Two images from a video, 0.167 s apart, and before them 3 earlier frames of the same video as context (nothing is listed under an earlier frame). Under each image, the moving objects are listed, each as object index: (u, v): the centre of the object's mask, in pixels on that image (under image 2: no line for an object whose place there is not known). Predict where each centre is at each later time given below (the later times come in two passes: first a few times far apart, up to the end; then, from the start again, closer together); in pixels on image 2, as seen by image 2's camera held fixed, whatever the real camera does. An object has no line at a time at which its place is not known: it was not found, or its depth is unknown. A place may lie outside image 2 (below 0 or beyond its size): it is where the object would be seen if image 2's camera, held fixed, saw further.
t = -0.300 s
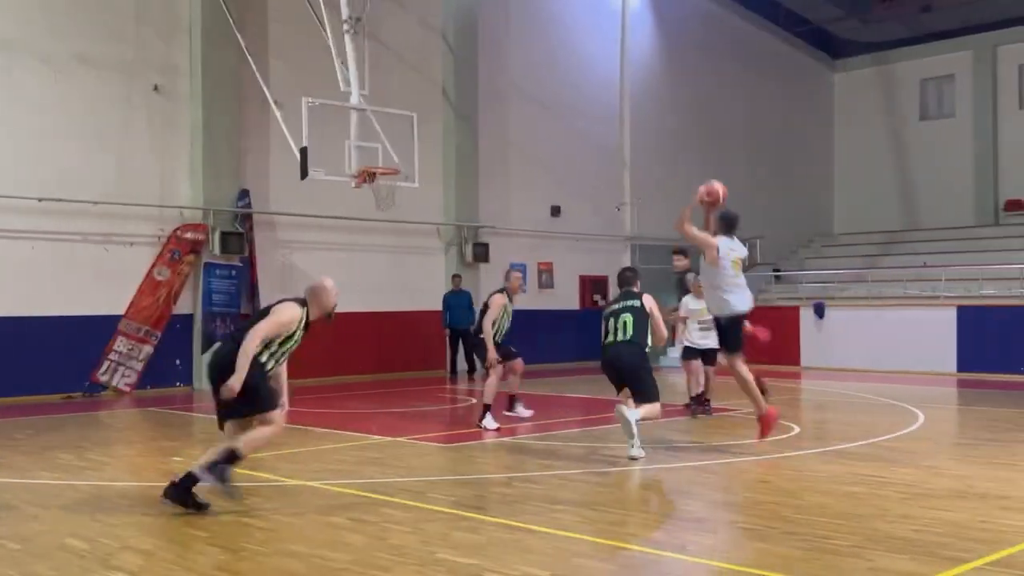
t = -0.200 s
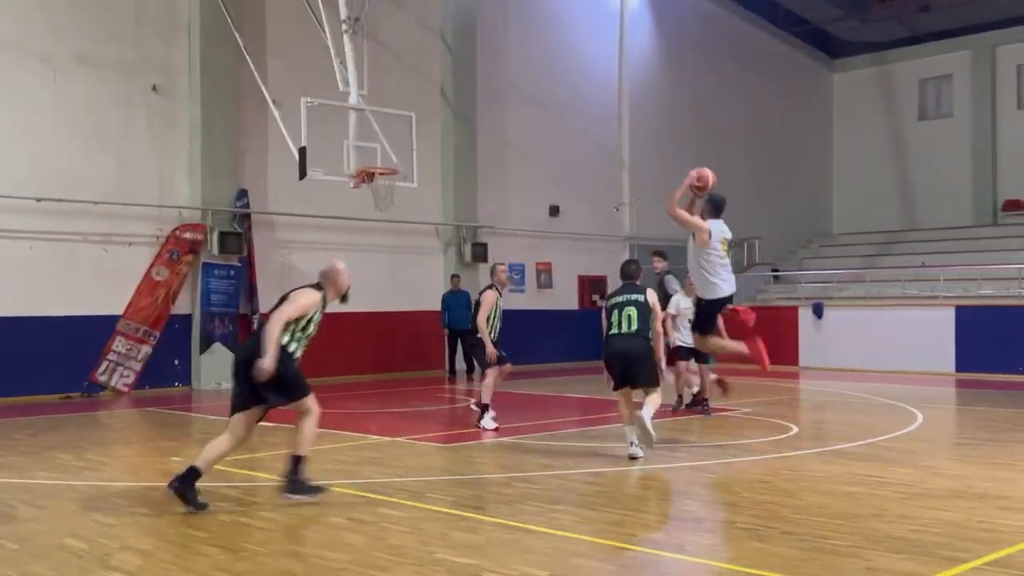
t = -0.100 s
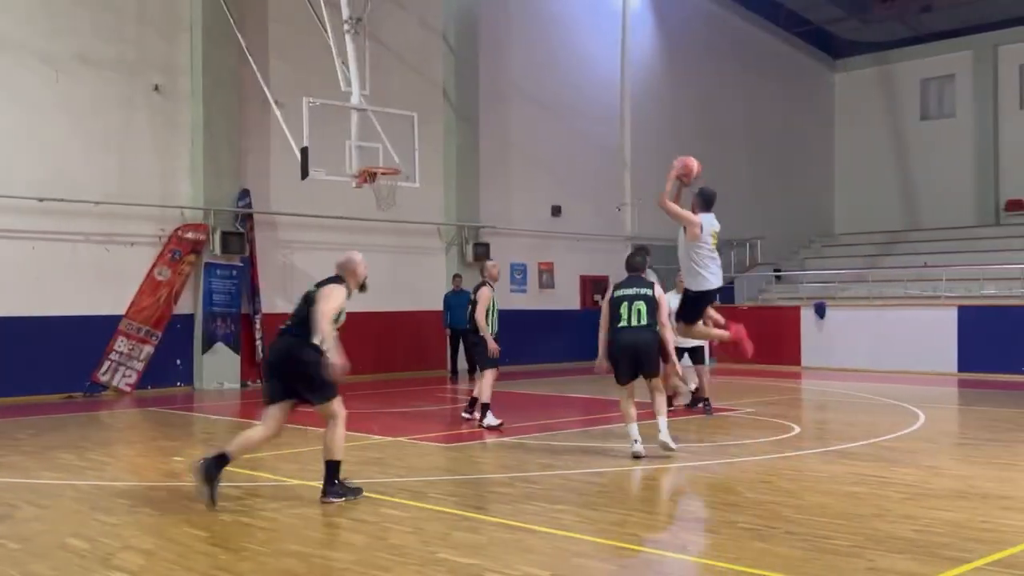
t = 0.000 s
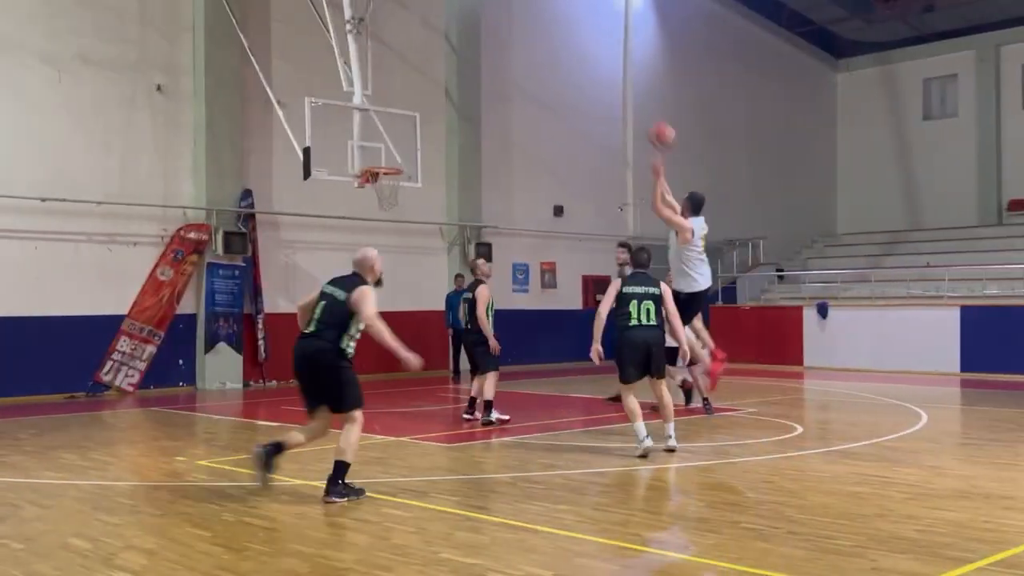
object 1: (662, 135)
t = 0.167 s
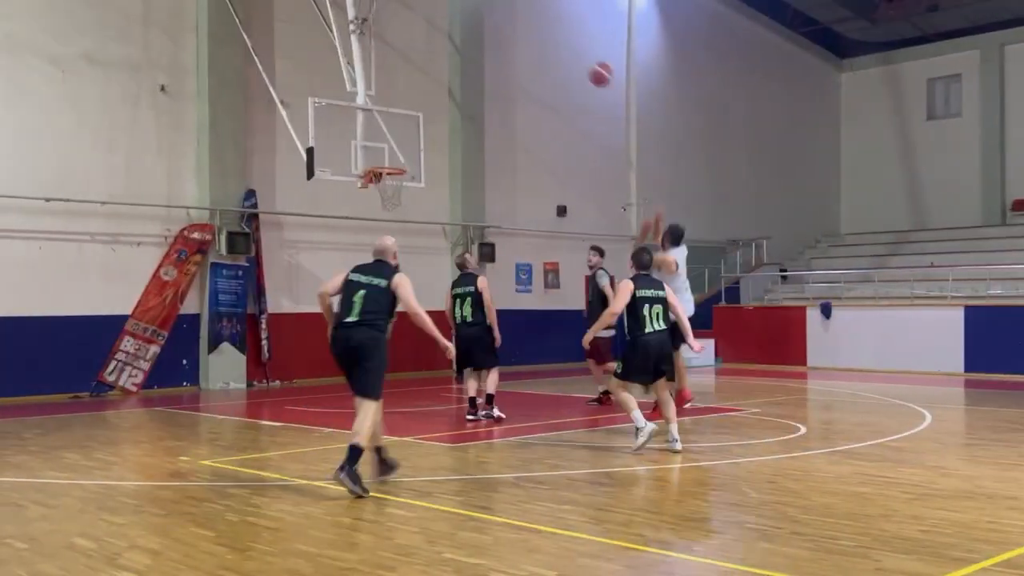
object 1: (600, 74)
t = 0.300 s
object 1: (556, 49)
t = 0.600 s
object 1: (472, 54)
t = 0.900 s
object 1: (407, 124)
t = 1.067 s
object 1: (379, 184)
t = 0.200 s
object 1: (589, 67)
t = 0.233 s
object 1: (577, 60)
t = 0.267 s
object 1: (565, 54)
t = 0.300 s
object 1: (556, 49)
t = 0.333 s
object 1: (545, 45)
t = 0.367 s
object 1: (535, 43)
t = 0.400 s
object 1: (526, 41)
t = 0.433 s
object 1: (517, 41)
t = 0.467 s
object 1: (509, 42)
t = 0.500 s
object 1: (500, 44)
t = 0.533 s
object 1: (490, 47)
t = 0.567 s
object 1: (481, 50)
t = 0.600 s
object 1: (472, 54)
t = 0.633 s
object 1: (464, 59)
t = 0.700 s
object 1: (449, 72)
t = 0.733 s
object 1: (440, 80)
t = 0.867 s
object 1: (413, 113)
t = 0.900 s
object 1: (407, 124)
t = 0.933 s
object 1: (401, 136)
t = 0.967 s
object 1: (395, 147)
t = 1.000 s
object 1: (388, 160)
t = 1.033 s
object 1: (380, 168)
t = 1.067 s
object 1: (379, 184)
